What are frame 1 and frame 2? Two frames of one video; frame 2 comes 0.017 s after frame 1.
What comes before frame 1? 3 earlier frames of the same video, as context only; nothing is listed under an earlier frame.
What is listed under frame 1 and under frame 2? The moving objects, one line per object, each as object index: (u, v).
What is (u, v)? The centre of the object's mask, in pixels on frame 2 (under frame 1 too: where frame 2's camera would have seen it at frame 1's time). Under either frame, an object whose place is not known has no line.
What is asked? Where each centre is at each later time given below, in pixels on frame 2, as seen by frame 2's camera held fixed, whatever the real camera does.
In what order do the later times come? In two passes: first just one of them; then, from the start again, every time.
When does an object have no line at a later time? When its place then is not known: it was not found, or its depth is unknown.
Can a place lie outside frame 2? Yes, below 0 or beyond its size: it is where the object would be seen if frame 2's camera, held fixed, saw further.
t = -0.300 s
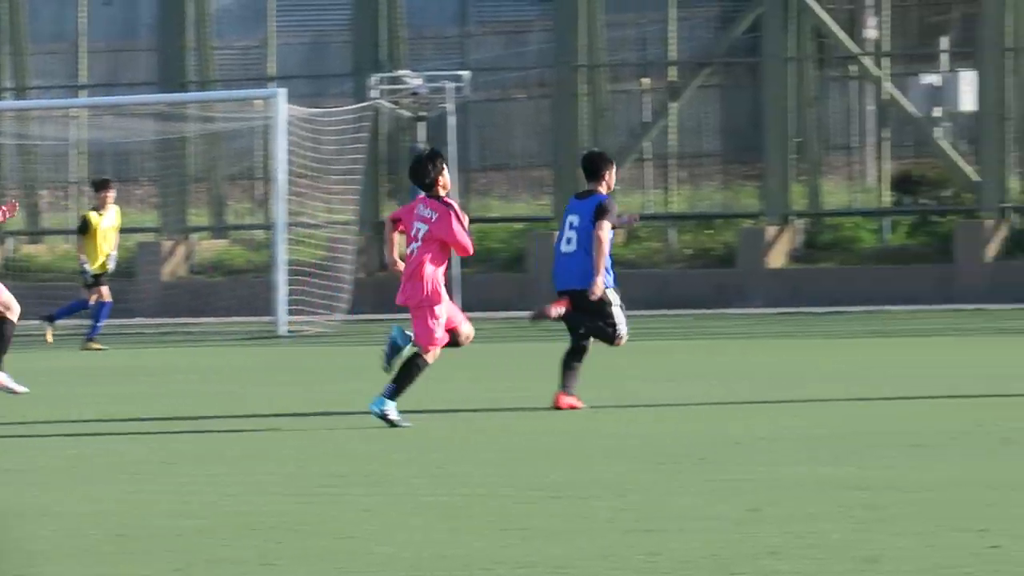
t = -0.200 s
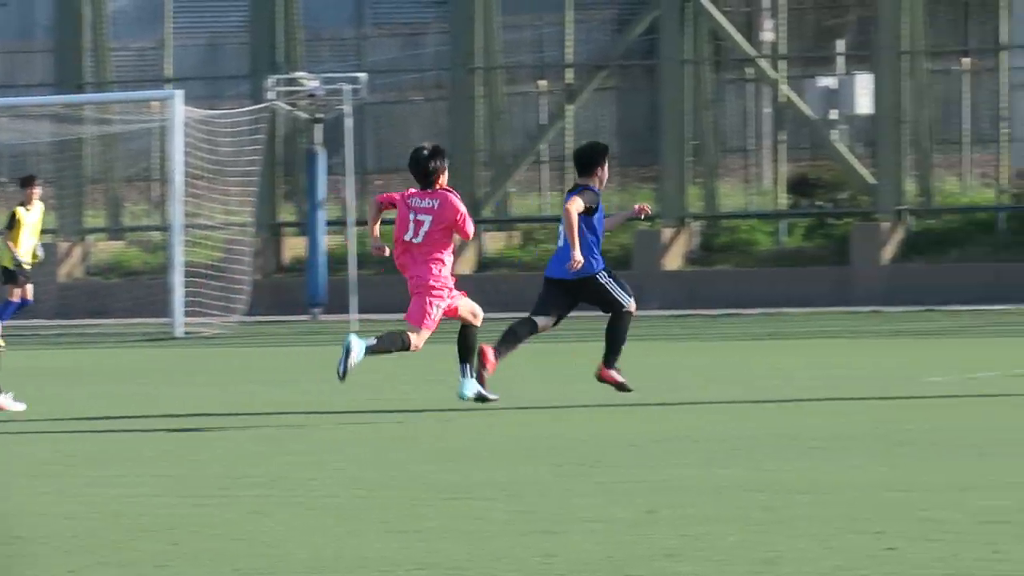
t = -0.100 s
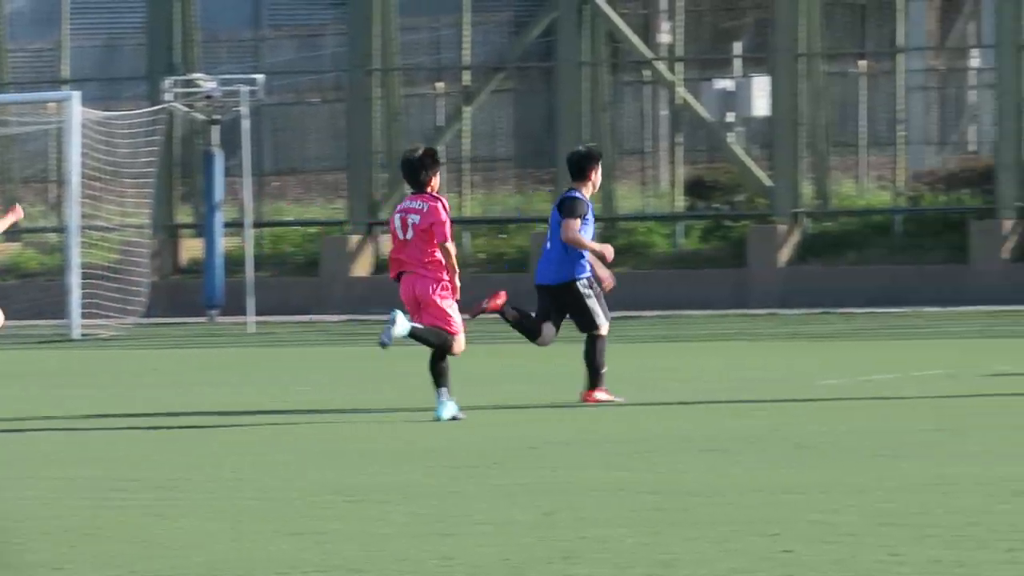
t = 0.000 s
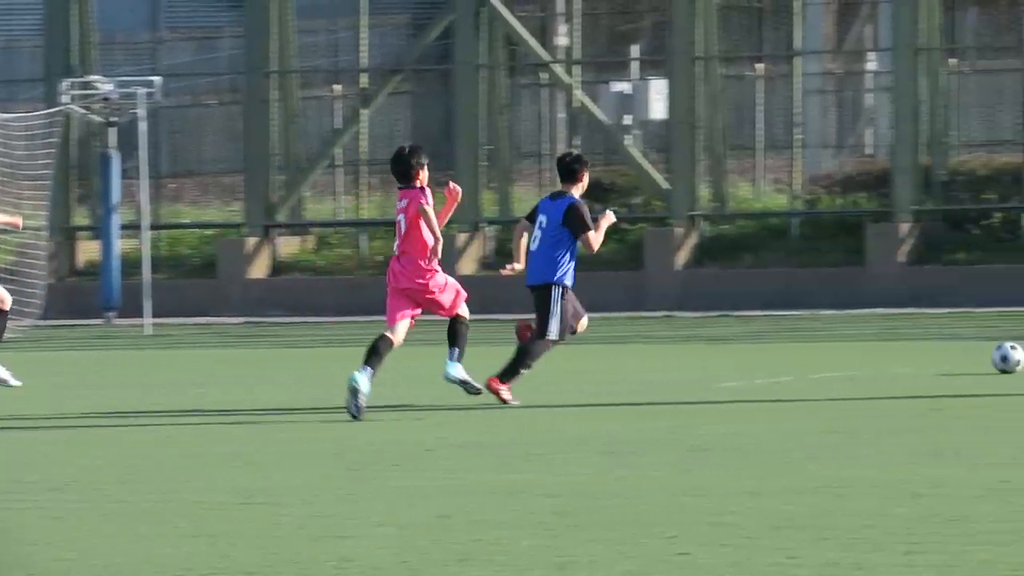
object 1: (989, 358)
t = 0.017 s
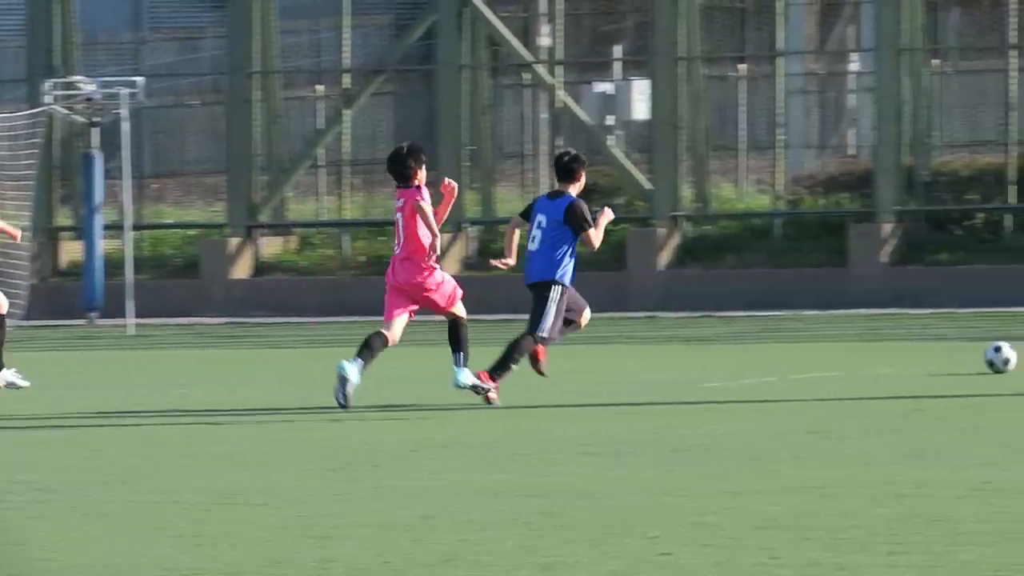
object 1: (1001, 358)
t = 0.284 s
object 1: (1162, 358)
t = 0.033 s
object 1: (1011, 356)
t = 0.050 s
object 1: (1021, 356)
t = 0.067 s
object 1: (1031, 356)
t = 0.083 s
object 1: (1043, 356)
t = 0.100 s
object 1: (1053, 357)
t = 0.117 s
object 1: (1063, 359)
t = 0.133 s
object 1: (1073, 358)
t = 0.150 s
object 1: (1084, 357)
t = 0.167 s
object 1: (1094, 356)
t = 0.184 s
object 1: (1104, 356)
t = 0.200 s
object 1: (1113, 355)
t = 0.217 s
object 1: (1123, 355)
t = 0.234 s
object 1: (1134, 356)
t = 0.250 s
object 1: (1143, 357)
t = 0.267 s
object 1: (1152, 359)
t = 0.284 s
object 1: (1162, 358)
